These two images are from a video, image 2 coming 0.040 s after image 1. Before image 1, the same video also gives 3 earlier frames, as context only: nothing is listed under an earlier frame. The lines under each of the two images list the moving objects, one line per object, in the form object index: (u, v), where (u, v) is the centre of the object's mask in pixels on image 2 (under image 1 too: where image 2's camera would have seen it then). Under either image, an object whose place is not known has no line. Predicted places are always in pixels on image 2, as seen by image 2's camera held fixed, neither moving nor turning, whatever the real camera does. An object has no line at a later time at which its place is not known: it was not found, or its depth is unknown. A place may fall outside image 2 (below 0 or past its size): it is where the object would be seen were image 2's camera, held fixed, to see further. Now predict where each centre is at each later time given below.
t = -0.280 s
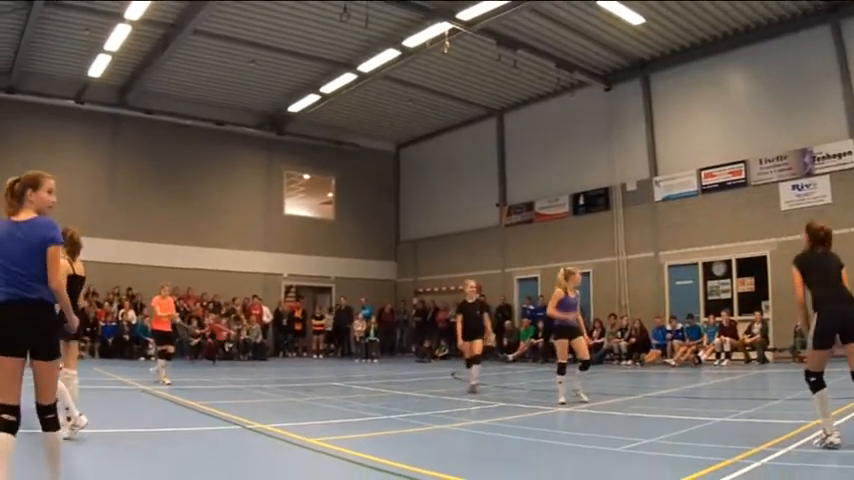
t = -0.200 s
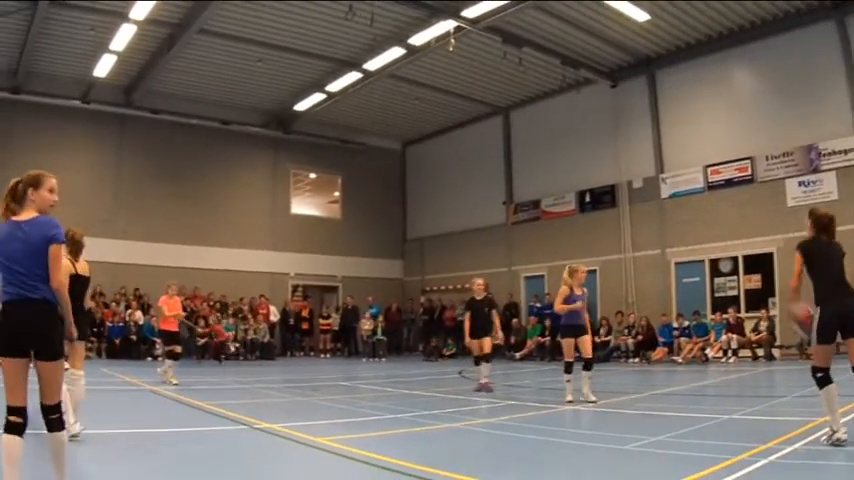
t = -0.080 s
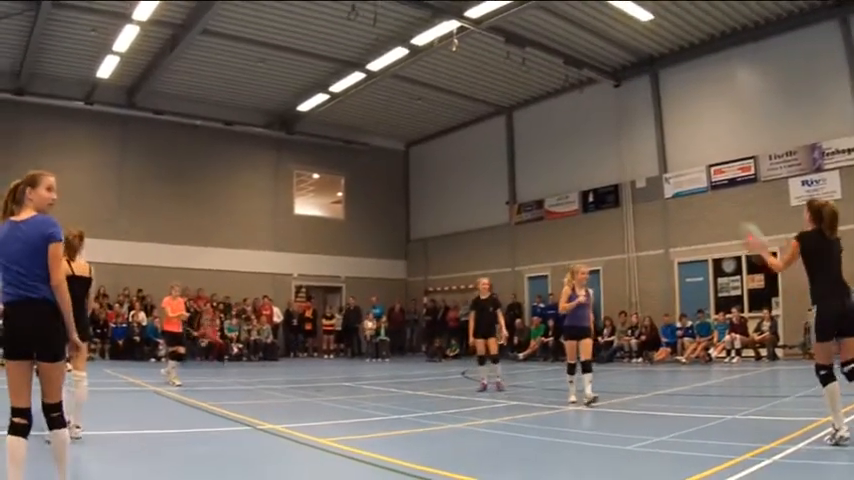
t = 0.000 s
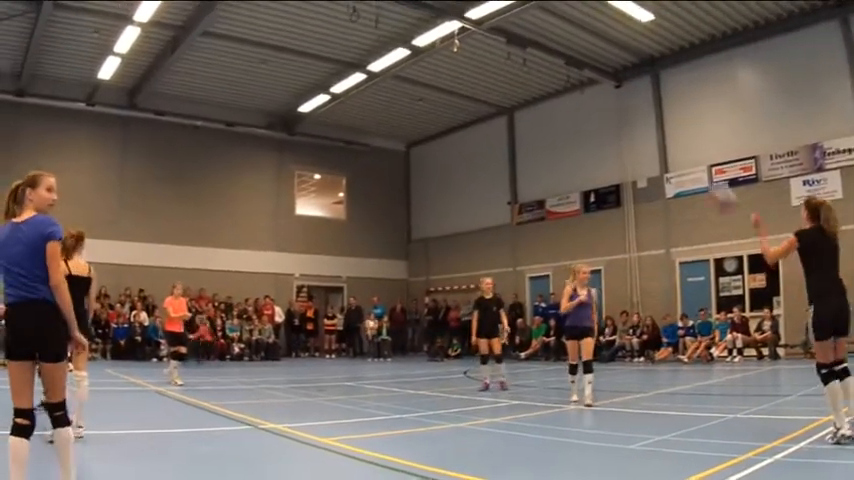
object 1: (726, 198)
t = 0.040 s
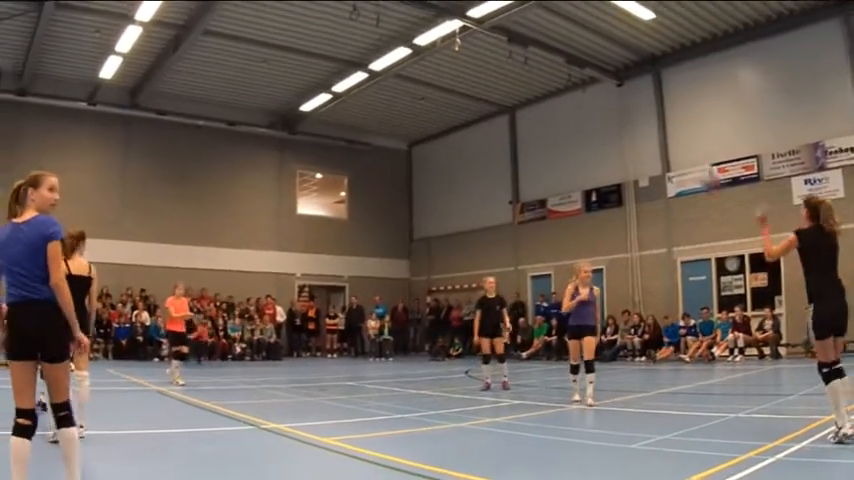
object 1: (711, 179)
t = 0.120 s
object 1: (684, 152)
